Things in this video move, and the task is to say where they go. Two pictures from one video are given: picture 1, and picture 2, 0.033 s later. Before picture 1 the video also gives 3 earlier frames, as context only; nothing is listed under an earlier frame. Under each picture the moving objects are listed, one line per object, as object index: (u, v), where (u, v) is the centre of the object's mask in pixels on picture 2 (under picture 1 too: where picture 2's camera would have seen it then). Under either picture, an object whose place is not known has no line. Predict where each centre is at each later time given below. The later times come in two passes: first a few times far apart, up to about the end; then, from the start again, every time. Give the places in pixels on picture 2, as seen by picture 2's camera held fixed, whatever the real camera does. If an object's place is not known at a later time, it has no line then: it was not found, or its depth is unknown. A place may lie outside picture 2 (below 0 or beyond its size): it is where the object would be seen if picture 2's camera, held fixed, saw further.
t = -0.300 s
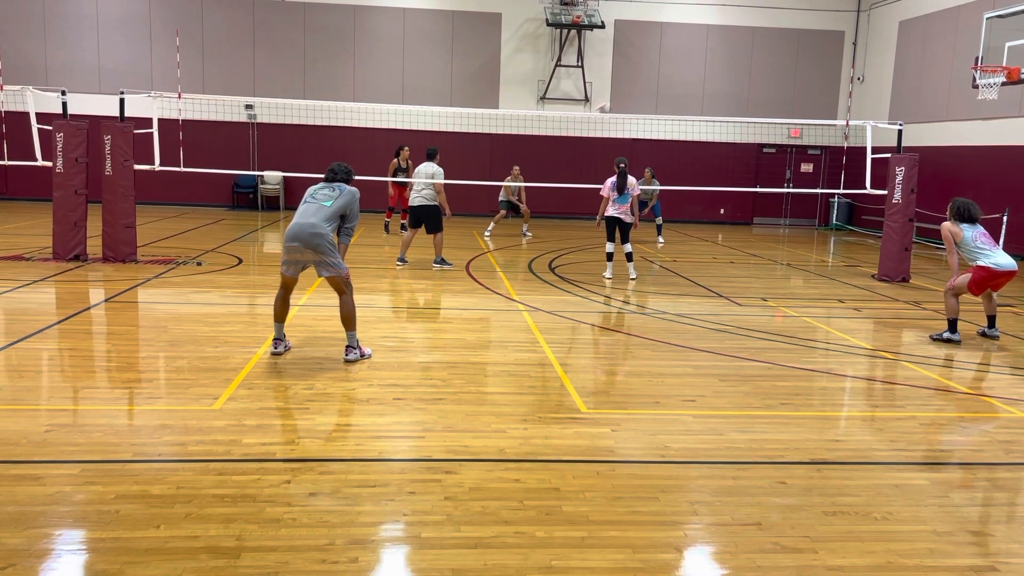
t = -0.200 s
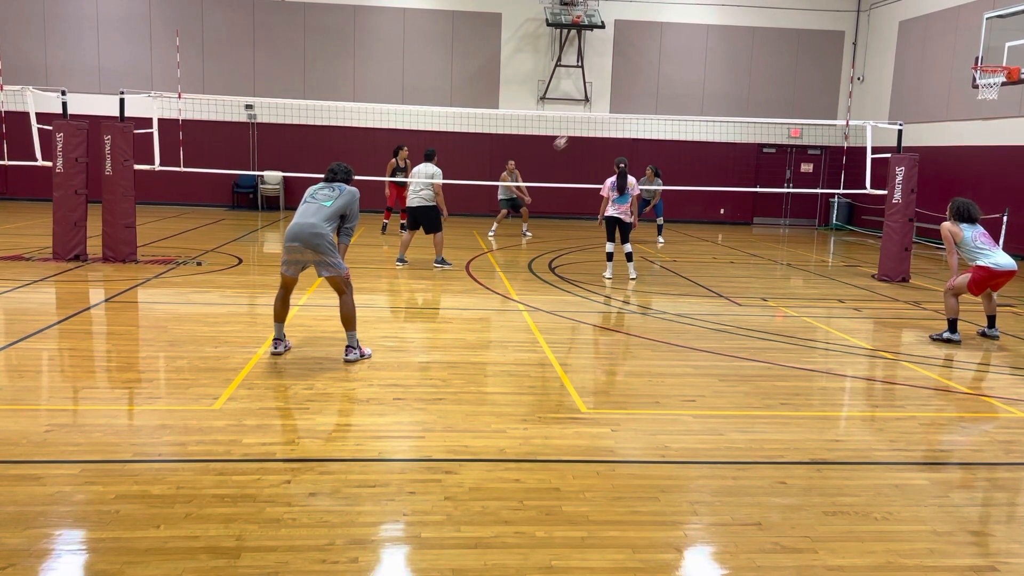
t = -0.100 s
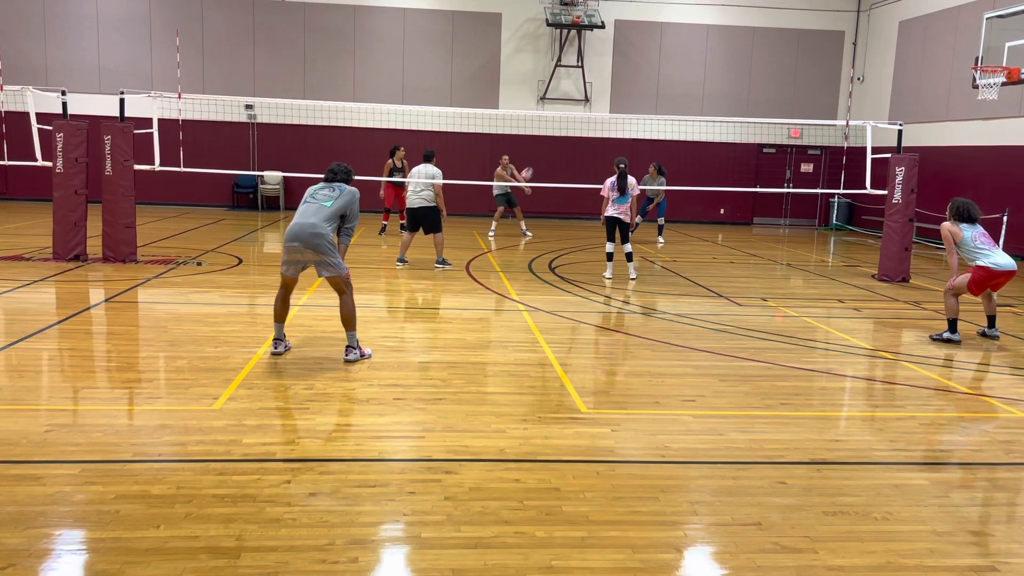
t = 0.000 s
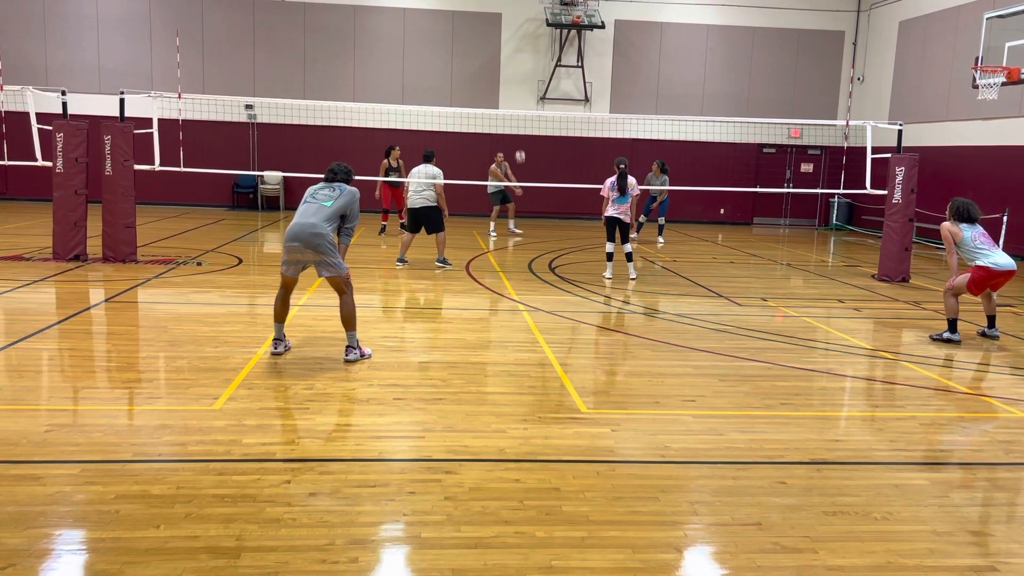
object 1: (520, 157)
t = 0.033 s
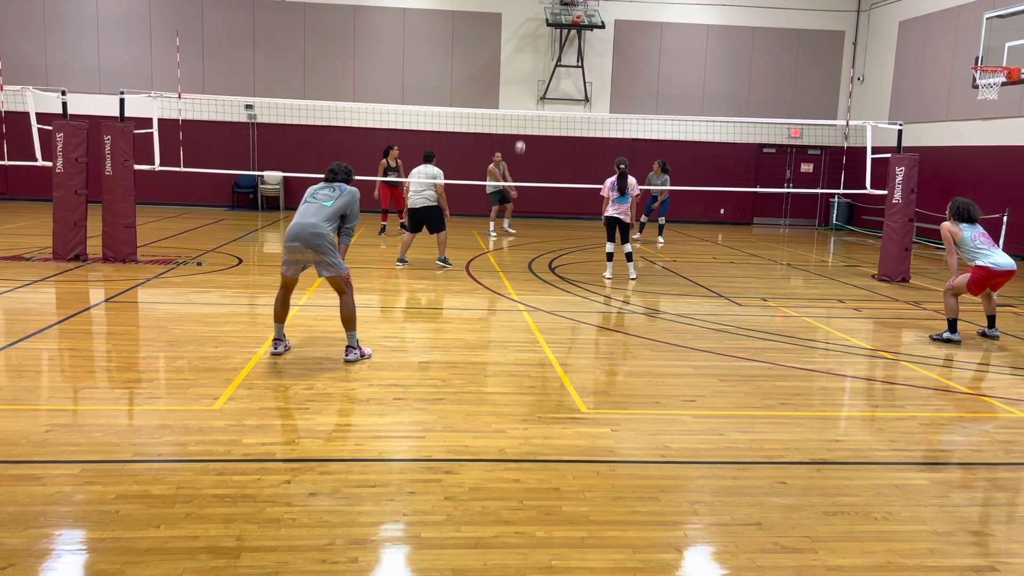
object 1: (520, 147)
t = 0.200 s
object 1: (520, 105)
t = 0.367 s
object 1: (520, 75)
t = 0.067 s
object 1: (520, 139)
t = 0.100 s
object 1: (520, 129)
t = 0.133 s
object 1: (520, 120)
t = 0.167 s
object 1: (520, 115)
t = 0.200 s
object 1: (520, 105)
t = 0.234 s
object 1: (520, 97)
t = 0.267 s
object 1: (520, 91)
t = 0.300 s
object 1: (520, 85)
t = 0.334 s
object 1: (520, 79)
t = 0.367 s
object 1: (520, 75)
